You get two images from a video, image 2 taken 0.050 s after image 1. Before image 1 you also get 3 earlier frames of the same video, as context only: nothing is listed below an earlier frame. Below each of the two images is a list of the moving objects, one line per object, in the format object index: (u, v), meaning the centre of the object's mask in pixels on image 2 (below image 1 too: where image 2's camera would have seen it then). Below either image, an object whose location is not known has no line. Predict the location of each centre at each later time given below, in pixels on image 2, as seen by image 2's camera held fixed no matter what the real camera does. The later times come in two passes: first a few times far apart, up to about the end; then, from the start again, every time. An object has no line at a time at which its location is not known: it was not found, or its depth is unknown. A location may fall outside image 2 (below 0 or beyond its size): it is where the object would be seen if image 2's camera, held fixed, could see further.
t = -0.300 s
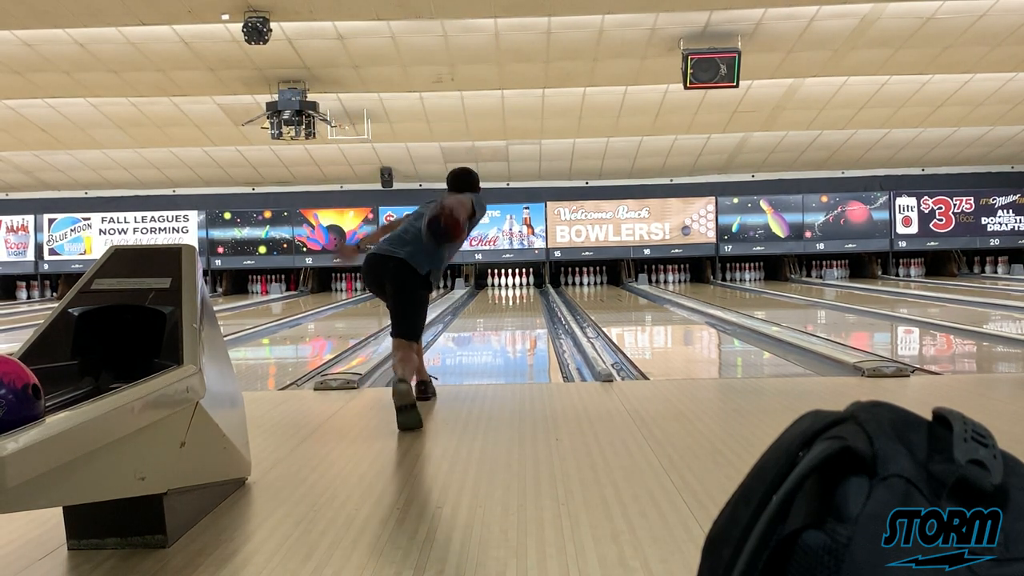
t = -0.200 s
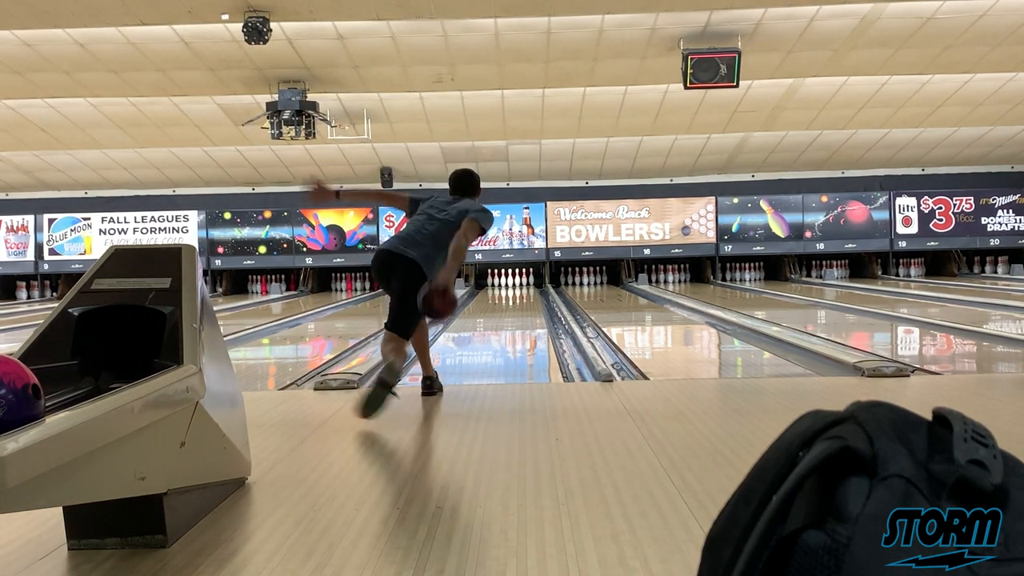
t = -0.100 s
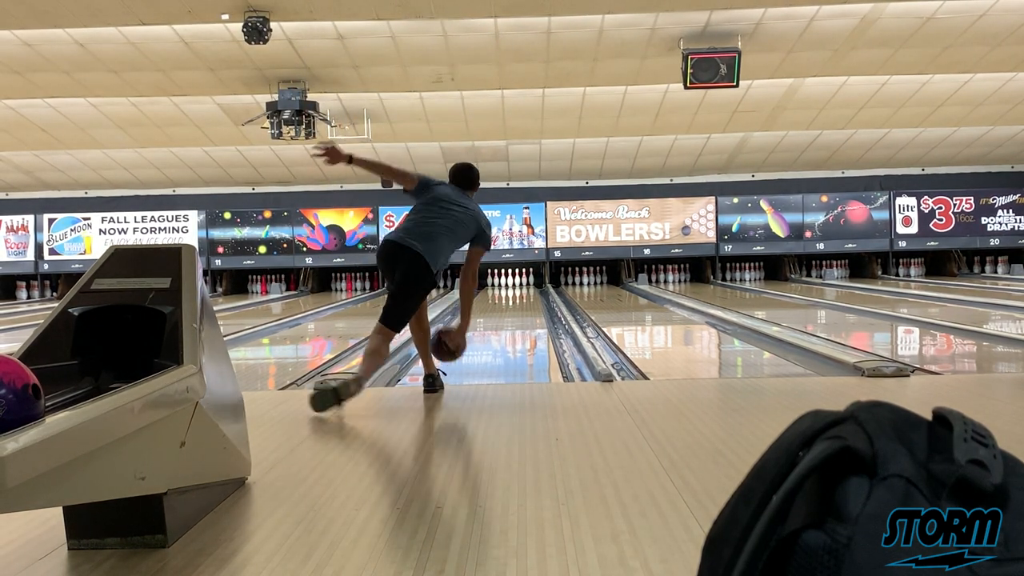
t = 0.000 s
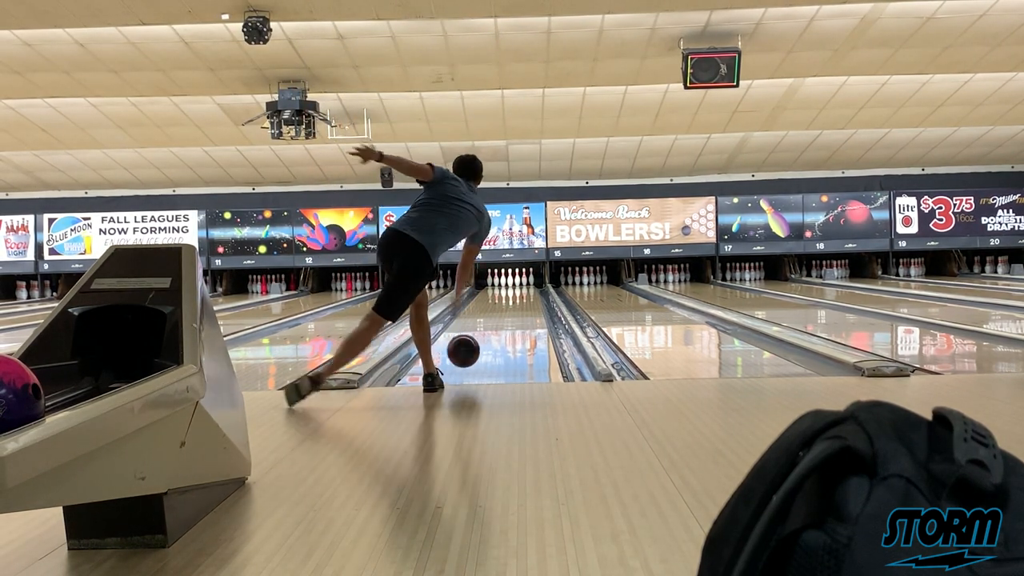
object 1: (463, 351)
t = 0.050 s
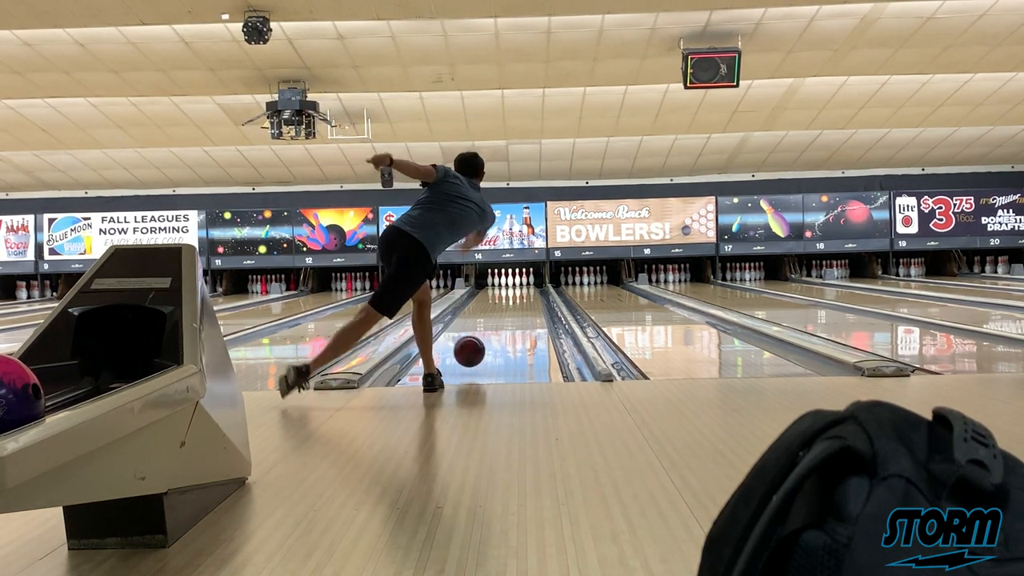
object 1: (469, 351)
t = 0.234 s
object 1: (486, 341)
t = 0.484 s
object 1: (501, 324)
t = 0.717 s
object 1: (511, 314)
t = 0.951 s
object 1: (518, 306)
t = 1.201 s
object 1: (523, 299)
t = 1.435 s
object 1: (527, 294)
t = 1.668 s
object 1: (529, 289)
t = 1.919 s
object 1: (527, 286)
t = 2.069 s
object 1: (523, 284)
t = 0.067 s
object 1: (471, 352)
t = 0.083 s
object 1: (473, 353)
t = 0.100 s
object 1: (474, 352)
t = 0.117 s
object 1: (476, 350)
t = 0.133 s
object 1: (478, 348)
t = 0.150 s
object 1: (479, 347)
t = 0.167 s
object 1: (481, 346)
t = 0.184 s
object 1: (482, 345)
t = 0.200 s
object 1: (483, 343)
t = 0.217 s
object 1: (485, 342)
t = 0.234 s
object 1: (486, 341)
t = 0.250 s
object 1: (487, 339)
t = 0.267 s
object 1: (488, 338)
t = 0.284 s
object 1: (490, 337)
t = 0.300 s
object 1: (491, 335)
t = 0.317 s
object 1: (492, 334)
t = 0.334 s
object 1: (493, 333)
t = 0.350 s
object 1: (494, 332)
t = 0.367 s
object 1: (495, 331)
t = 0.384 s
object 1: (496, 330)
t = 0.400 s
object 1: (497, 329)
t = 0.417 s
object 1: (498, 328)
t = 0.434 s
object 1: (499, 327)
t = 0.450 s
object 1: (500, 326)
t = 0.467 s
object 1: (501, 325)
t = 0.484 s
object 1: (501, 324)
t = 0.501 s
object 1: (502, 323)
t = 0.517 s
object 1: (503, 322)
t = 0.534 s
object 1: (504, 322)
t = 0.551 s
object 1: (505, 321)
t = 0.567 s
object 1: (505, 320)
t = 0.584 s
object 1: (506, 319)
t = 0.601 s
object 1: (507, 319)
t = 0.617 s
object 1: (507, 318)
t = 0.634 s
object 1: (508, 317)
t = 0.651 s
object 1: (509, 317)
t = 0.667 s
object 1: (509, 316)
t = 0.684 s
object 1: (510, 315)
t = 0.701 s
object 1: (511, 315)
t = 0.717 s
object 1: (511, 314)
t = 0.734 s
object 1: (512, 313)
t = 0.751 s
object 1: (512, 312)
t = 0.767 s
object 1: (513, 312)
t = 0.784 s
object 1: (514, 311)
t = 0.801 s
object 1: (514, 310)
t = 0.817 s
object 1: (514, 310)
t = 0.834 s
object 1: (515, 309)
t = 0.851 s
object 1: (515, 309)
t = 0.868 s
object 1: (516, 308)
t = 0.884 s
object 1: (516, 308)
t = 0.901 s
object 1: (517, 307)
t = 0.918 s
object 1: (517, 307)
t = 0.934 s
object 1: (517, 306)
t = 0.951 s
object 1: (518, 306)
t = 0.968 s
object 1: (519, 305)
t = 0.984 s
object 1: (519, 304)
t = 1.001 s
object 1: (519, 304)
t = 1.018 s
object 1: (520, 303)
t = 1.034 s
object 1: (520, 303)
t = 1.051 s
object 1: (521, 302)
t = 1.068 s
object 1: (521, 302)
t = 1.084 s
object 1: (521, 301)
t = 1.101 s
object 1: (522, 301)
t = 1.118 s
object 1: (522, 300)
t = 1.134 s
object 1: (522, 300)
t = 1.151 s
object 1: (523, 299)
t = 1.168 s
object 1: (523, 299)
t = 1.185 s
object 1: (523, 299)
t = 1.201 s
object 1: (523, 299)
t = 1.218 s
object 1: (524, 298)
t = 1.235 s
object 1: (524, 298)
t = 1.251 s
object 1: (524, 297)
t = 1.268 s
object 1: (525, 297)
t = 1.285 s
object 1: (525, 297)
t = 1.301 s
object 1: (525, 296)
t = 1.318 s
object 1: (526, 296)
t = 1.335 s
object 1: (526, 296)
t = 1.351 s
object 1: (526, 295)
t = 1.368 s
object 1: (526, 295)
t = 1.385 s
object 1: (526, 295)
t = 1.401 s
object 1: (527, 294)
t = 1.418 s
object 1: (527, 294)
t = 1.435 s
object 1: (527, 294)
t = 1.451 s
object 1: (527, 294)
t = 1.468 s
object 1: (527, 293)
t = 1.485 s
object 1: (527, 293)
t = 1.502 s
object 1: (528, 292)
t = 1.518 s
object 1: (528, 292)
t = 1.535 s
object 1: (528, 292)
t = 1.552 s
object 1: (528, 291)
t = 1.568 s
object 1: (528, 291)
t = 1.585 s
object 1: (528, 291)
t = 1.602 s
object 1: (528, 291)
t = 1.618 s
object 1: (529, 291)
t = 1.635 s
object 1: (529, 290)
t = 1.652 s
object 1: (529, 290)
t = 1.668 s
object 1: (529, 289)
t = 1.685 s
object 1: (529, 289)
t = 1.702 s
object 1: (529, 289)
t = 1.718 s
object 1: (529, 289)
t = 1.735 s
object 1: (529, 289)
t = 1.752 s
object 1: (528, 288)
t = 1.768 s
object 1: (528, 288)
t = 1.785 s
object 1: (528, 288)
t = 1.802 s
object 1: (528, 288)
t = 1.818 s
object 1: (528, 288)
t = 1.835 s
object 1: (528, 287)
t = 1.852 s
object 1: (527, 287)
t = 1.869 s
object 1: (527, 287)
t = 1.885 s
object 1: (527, 287)
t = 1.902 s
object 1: (527, 286)
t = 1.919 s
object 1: (527, 286)
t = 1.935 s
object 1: (526, 286)
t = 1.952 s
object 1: (525, 286)
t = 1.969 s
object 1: (526, 285)
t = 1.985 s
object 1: (525, 285)
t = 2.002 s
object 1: (525, 285)
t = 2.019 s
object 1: (524, 285)
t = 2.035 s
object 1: (524, 285)
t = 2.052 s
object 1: (523, 285)
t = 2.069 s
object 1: (523, 284)
